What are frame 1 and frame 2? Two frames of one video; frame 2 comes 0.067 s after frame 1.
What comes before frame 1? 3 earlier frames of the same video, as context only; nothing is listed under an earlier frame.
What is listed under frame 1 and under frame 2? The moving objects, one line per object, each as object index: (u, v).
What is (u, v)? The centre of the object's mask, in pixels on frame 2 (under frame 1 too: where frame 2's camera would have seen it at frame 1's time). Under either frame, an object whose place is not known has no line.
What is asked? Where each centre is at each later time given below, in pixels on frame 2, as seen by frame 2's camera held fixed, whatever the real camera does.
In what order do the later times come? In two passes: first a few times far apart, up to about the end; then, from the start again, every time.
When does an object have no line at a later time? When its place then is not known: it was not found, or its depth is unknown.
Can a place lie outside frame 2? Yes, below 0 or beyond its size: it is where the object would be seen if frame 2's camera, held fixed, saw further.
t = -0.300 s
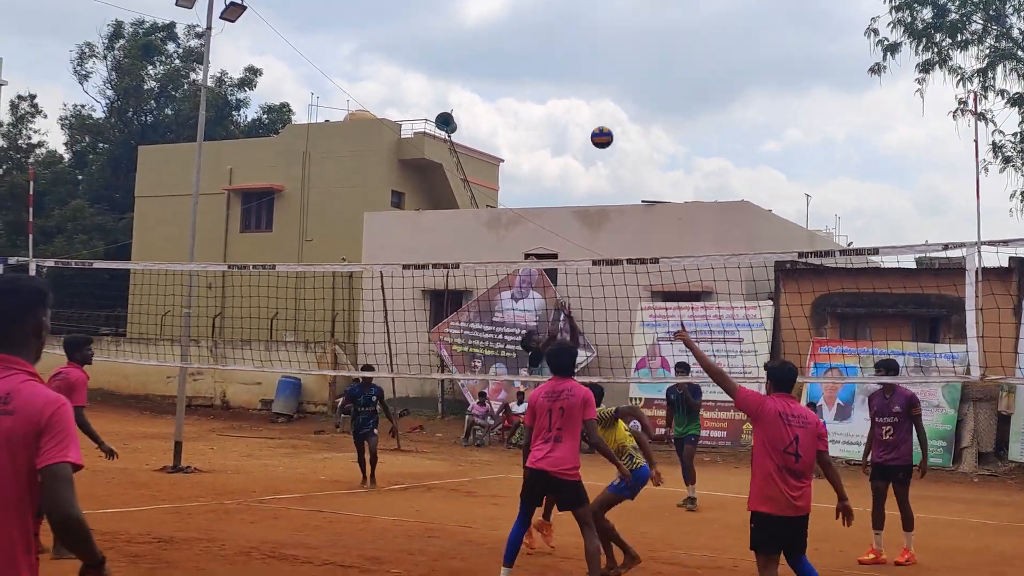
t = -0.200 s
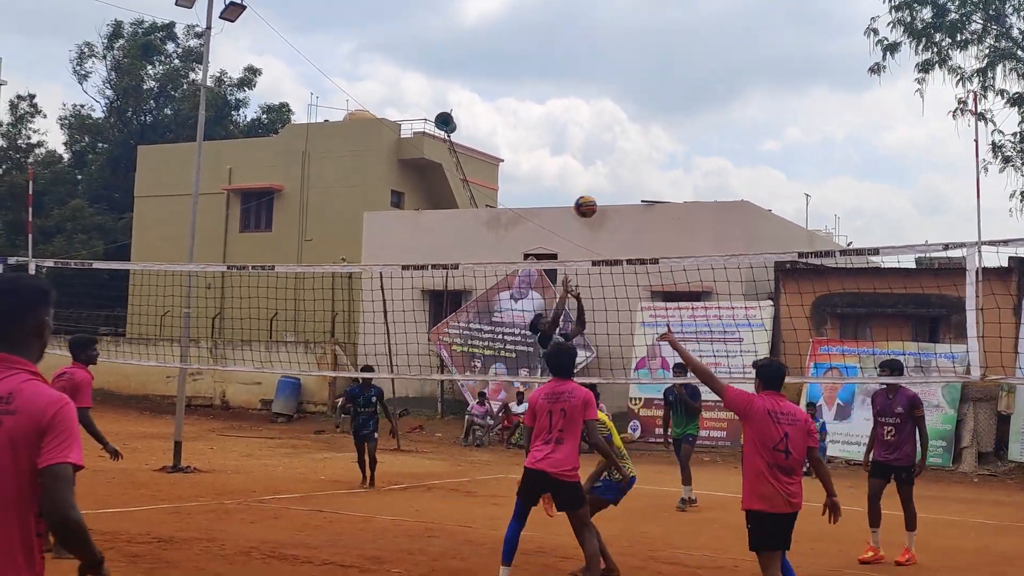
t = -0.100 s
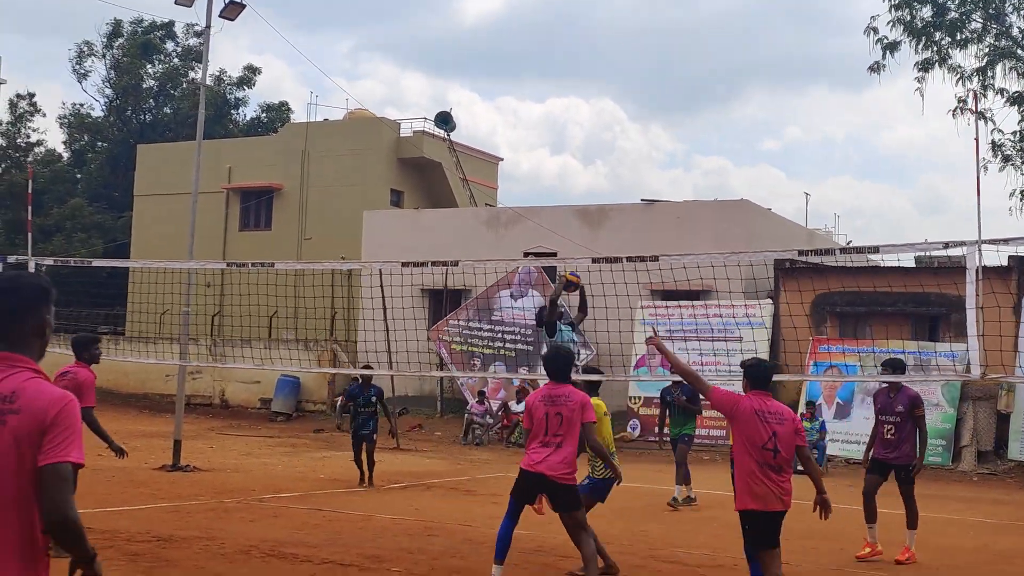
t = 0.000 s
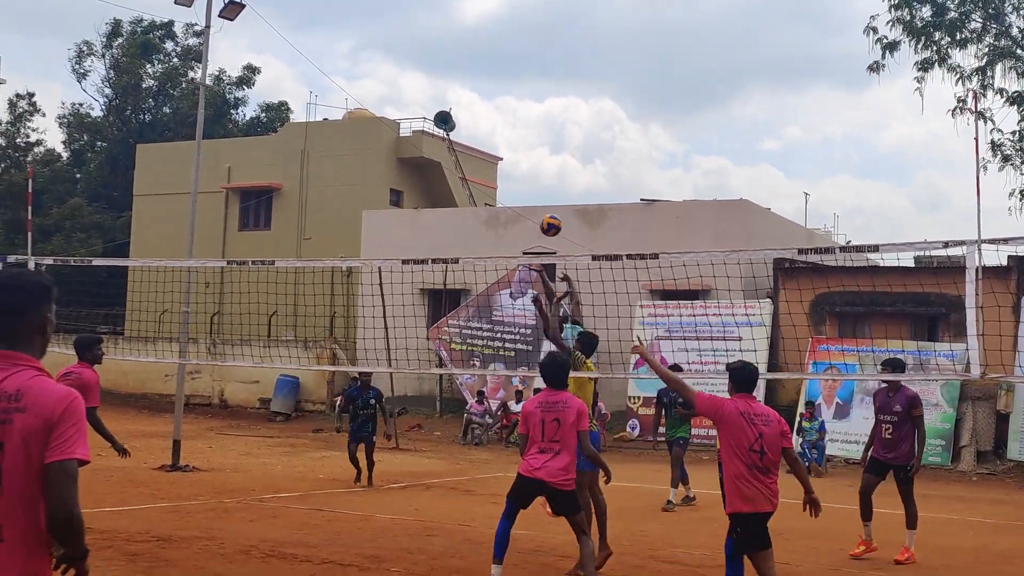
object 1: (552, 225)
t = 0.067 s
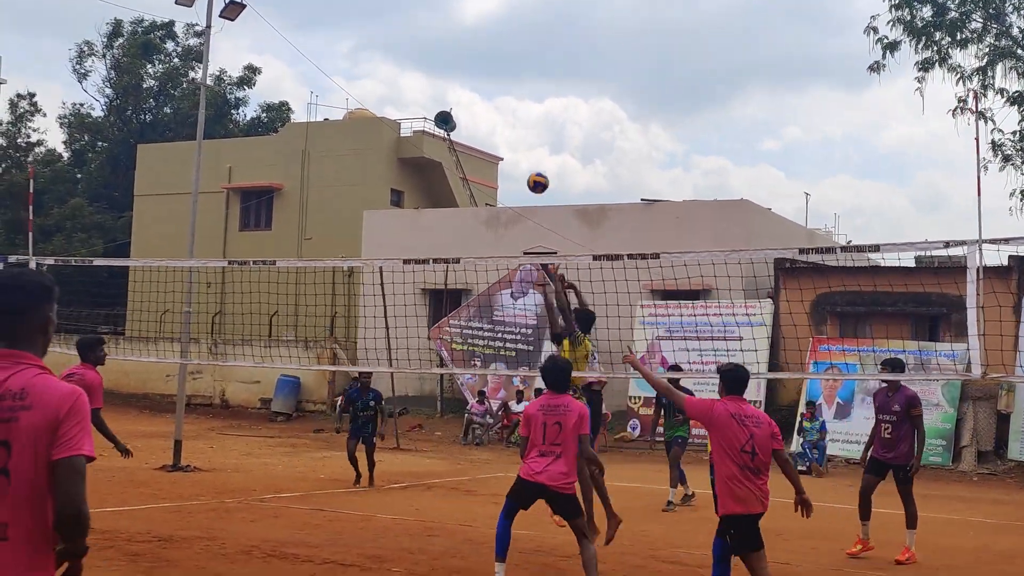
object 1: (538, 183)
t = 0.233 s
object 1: (504, 103)
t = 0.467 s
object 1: (460, 47)
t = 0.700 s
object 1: (420, 46)
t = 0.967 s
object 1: (378, 102)
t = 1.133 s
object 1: (353, 163)
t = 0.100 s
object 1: (531, 164)
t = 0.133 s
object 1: (524, 146)
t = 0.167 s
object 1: (518, 130)
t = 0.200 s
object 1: (511, 116)
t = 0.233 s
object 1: (504, 103)
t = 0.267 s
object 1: (497, 91)
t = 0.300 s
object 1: (491, 81)
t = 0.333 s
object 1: (484, 72)
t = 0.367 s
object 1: (478, 64)
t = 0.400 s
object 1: (472, 57)
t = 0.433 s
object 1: (466, 52)
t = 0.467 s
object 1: (460, 47)
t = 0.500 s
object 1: (454, 44)
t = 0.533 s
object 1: (448, 42)
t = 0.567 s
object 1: (442, 41)
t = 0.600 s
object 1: (437, 41)
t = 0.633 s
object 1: (431, 42)
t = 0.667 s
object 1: (426, 43)
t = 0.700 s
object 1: (420, 46)
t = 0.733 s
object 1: (415, 50)
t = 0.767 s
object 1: (409, 55)
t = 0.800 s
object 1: (404, 60)
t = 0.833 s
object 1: (398, 67)
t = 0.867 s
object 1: (393, 74)
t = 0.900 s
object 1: (388, 82)
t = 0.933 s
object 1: (383, 91)
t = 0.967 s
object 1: (378, 102)
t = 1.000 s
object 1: (373, 112)
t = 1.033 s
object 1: (368, 124)
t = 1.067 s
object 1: (363, 136)
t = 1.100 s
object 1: (358, 149)
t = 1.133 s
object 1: (353, 163)
